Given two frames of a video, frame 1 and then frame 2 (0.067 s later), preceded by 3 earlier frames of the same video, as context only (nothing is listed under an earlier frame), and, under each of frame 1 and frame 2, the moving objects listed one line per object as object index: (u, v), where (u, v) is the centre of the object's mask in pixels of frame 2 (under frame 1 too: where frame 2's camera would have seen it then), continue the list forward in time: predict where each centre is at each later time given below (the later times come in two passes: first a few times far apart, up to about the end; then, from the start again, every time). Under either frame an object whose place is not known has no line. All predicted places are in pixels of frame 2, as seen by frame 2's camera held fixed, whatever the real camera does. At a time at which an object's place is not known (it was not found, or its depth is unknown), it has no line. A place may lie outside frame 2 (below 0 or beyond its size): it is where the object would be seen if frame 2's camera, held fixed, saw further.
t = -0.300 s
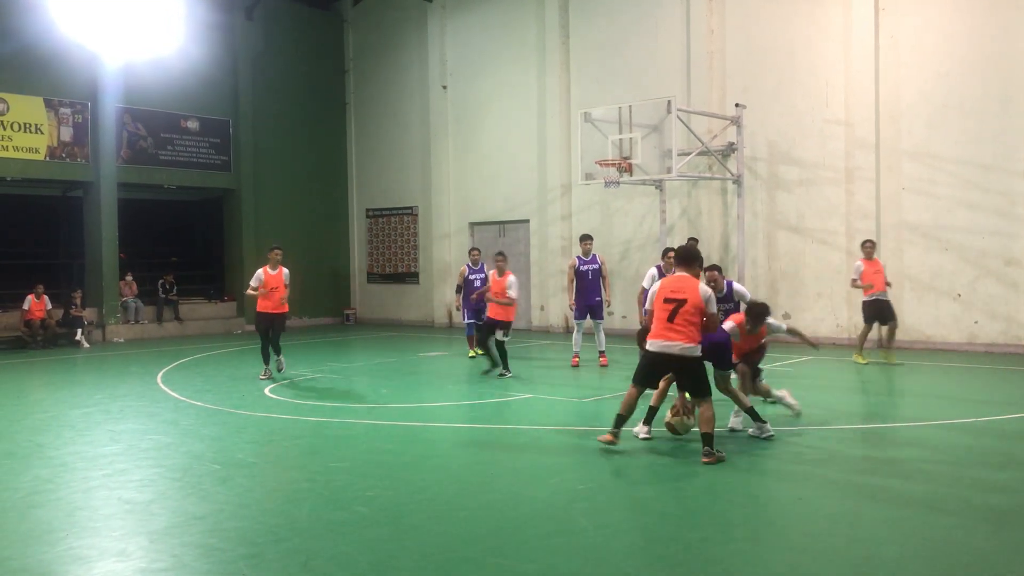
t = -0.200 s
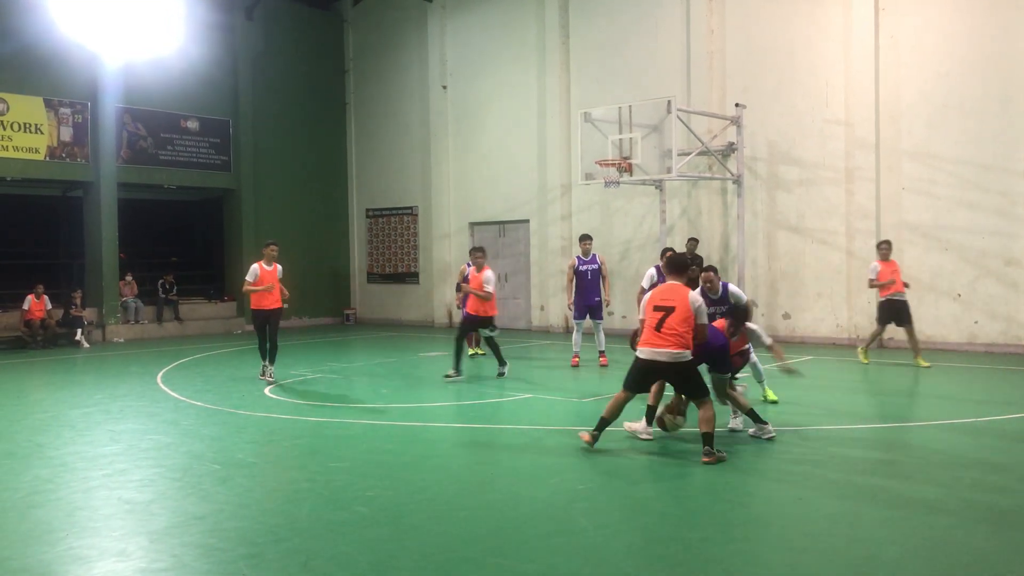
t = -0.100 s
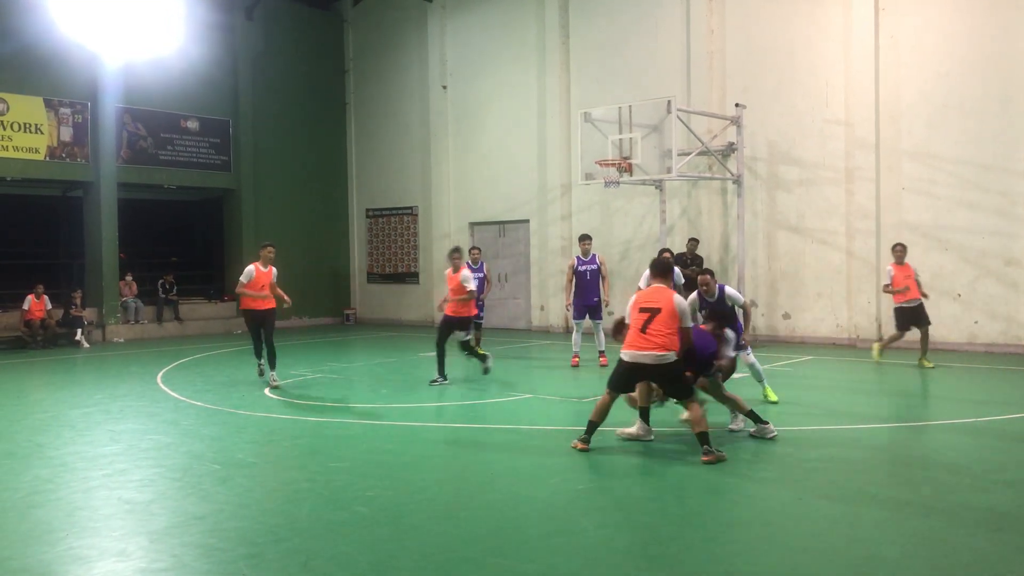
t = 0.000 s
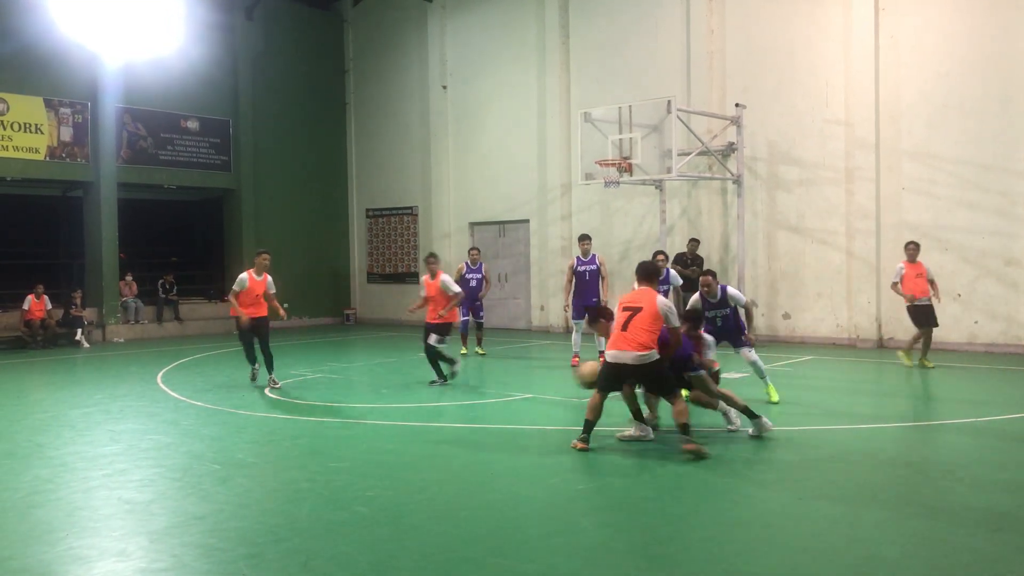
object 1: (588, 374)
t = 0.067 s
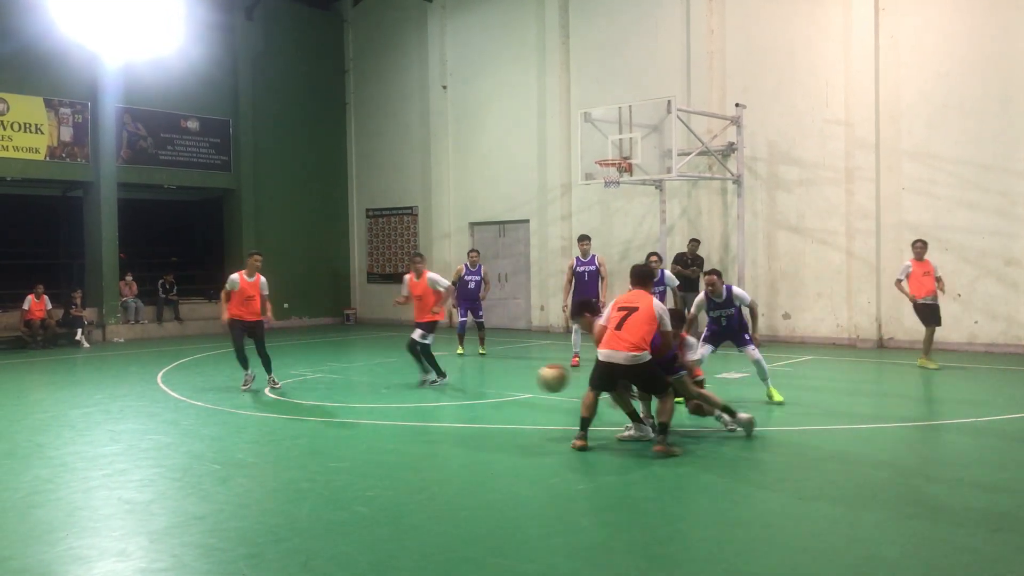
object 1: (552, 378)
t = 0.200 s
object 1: (480, 400)
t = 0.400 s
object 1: (399, 411)
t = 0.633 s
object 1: (343, 401)
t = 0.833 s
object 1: (292, 449)
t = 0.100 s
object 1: (537, 381)
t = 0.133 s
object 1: (519, 386)
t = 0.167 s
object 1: (499, 393)
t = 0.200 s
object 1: (480, 400)
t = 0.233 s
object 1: (461, 409)
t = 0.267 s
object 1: (443, 420)
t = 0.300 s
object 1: (425, 433)
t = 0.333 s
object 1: (415, 426)
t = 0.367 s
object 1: (408, 418)
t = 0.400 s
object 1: (399, 411)
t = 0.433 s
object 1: (391, 406)
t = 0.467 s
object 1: (383, 401)
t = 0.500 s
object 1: (375, 399)
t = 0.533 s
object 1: (367, 397)
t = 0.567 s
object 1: (359, 397)
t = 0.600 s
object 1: (351, 398)
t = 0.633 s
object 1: (343, 401)
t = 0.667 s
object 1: (335, 405)
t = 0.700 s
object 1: (327, 410)
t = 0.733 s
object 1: (318, 418)
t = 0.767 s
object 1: (310, 426)
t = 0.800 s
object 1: (301, 436)
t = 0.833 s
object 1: (292, 449)
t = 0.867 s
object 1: (284, 442)
